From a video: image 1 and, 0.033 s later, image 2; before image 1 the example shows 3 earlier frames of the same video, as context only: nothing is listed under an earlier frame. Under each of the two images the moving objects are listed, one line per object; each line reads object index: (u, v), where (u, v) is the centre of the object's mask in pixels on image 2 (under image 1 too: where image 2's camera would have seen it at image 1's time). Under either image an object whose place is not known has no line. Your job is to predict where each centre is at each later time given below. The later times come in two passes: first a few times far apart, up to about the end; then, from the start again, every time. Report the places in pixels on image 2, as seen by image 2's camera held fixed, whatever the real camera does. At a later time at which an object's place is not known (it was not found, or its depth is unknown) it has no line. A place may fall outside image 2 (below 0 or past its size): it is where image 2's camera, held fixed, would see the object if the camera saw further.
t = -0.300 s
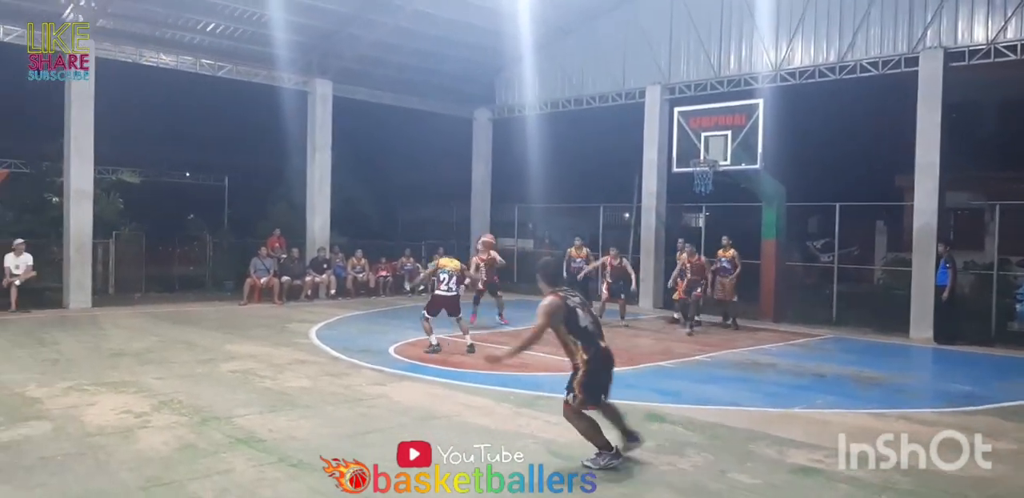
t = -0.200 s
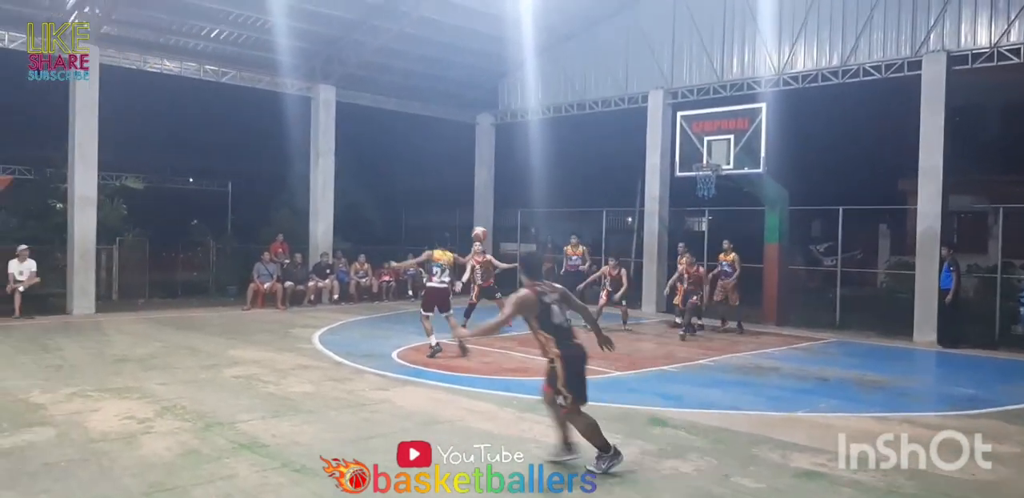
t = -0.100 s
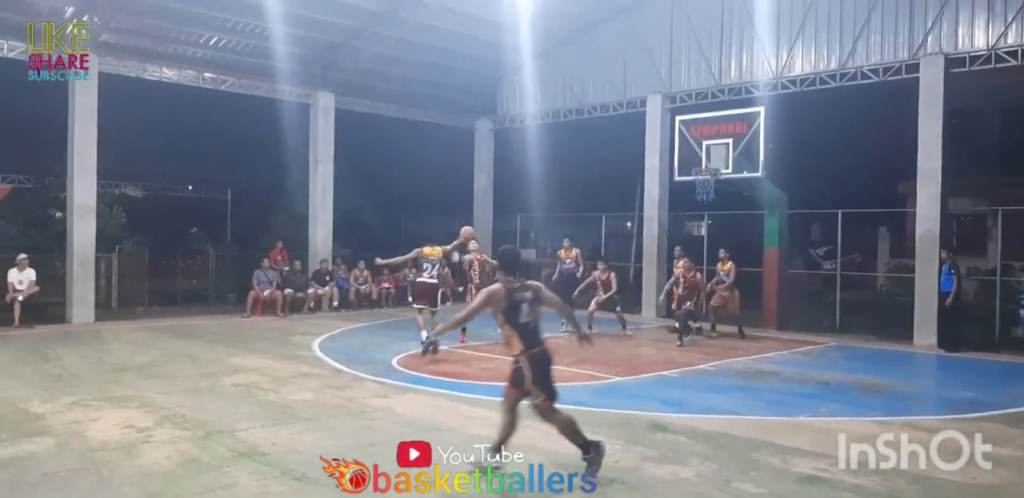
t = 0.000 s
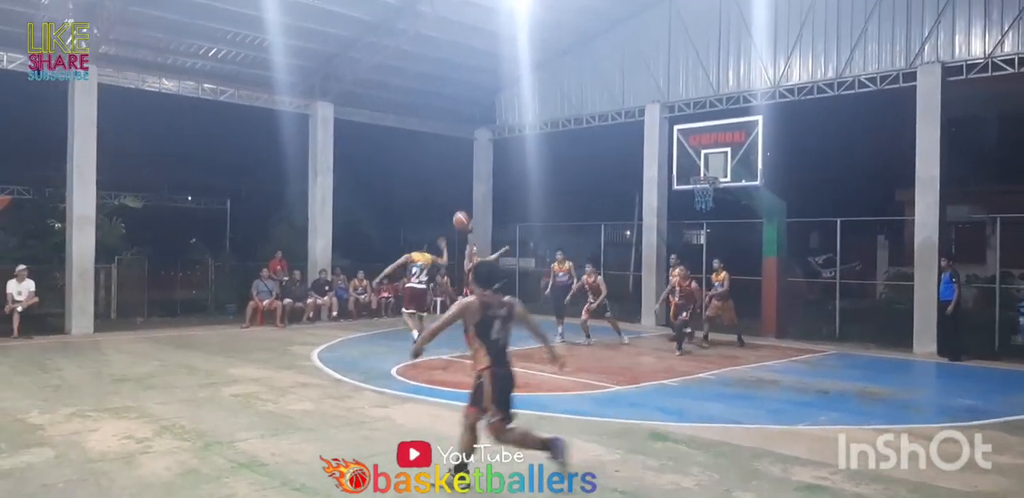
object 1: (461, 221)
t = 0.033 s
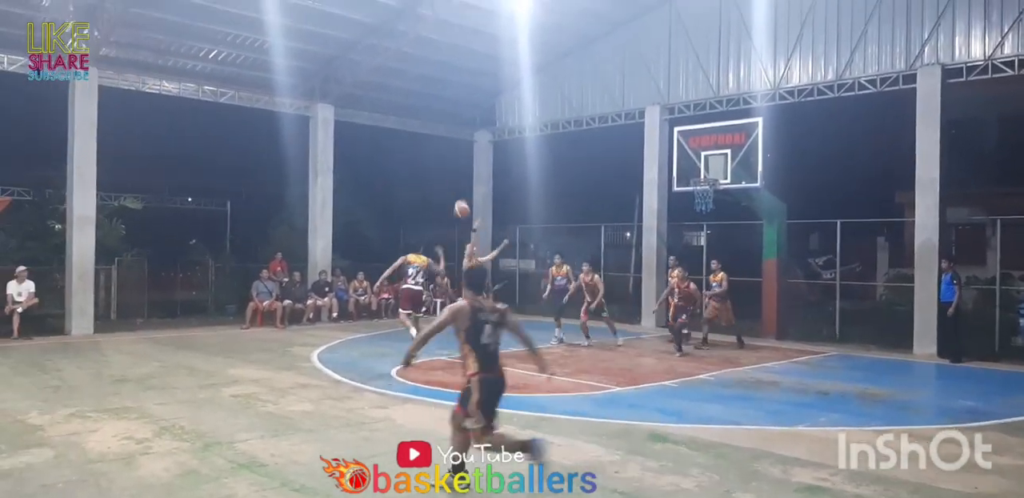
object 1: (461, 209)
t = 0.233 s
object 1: (464, 148)
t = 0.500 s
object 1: (468, 101)
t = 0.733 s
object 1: (471, 101)
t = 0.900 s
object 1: (473, 130)
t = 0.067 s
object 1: (462, 197)
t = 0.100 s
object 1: (462, 187)
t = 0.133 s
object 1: (463, 176)
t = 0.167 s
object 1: (463, 166)
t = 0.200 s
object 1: (463, 157)
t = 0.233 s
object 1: (464, 148)
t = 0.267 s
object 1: (464, 140)
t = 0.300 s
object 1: (464, 132)
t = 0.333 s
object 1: (466, 125)
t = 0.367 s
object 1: (466, 118)
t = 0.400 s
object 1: (467, 113)
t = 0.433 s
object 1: (467, 108)
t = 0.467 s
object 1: (467, 104)
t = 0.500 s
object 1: (468, 101)
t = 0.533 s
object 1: (468, 99)
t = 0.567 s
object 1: (469, 97)
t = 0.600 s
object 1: (469, 96)
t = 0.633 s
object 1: (470, 96)
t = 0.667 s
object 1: (471, 97)
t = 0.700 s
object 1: (471, 98)
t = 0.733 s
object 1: (471, 101)
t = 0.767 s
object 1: (472, 106)
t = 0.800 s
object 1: (472, 110)
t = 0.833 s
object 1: (472, 115)
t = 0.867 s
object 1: (472, 122)
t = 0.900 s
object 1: (473, 130)
